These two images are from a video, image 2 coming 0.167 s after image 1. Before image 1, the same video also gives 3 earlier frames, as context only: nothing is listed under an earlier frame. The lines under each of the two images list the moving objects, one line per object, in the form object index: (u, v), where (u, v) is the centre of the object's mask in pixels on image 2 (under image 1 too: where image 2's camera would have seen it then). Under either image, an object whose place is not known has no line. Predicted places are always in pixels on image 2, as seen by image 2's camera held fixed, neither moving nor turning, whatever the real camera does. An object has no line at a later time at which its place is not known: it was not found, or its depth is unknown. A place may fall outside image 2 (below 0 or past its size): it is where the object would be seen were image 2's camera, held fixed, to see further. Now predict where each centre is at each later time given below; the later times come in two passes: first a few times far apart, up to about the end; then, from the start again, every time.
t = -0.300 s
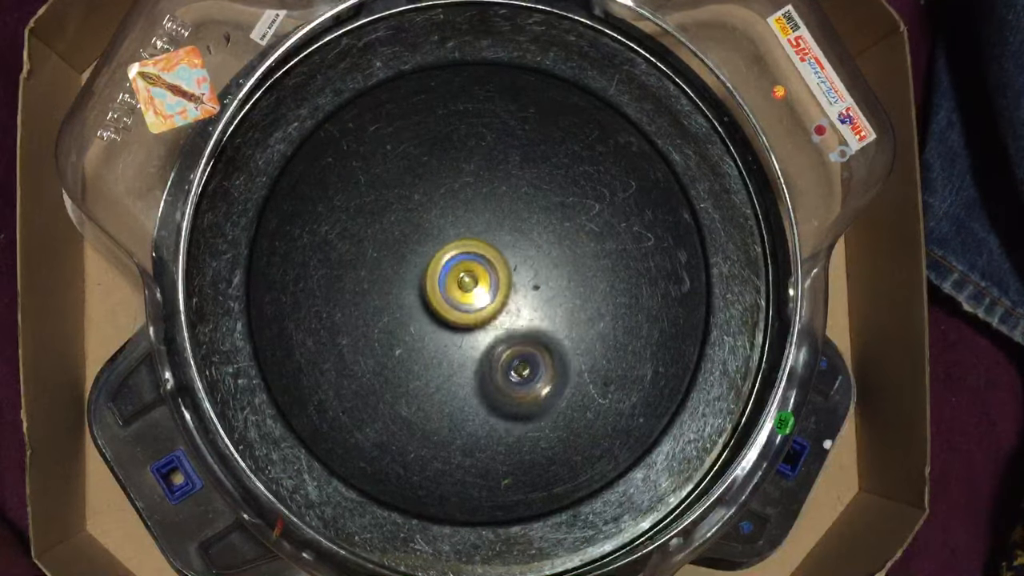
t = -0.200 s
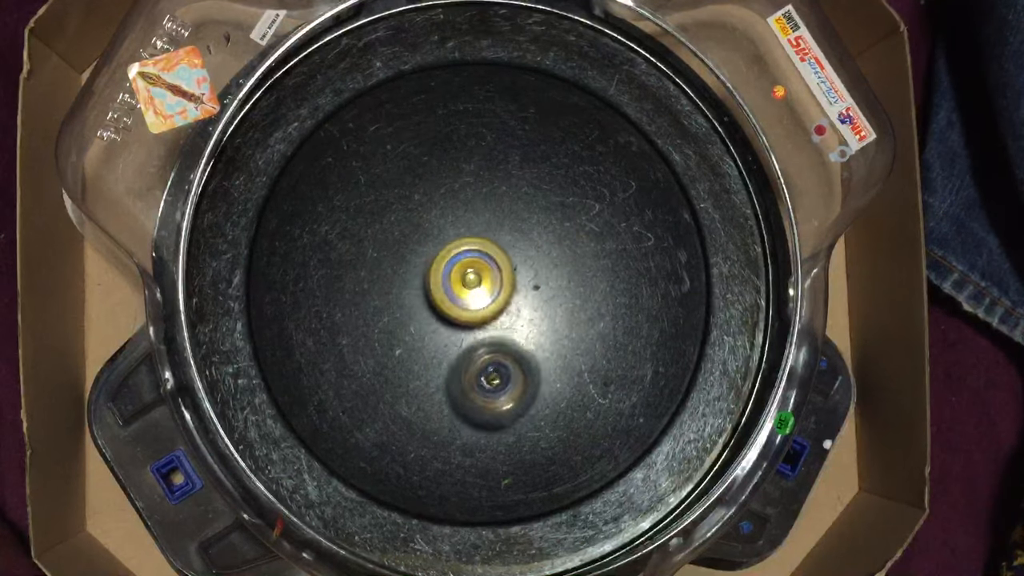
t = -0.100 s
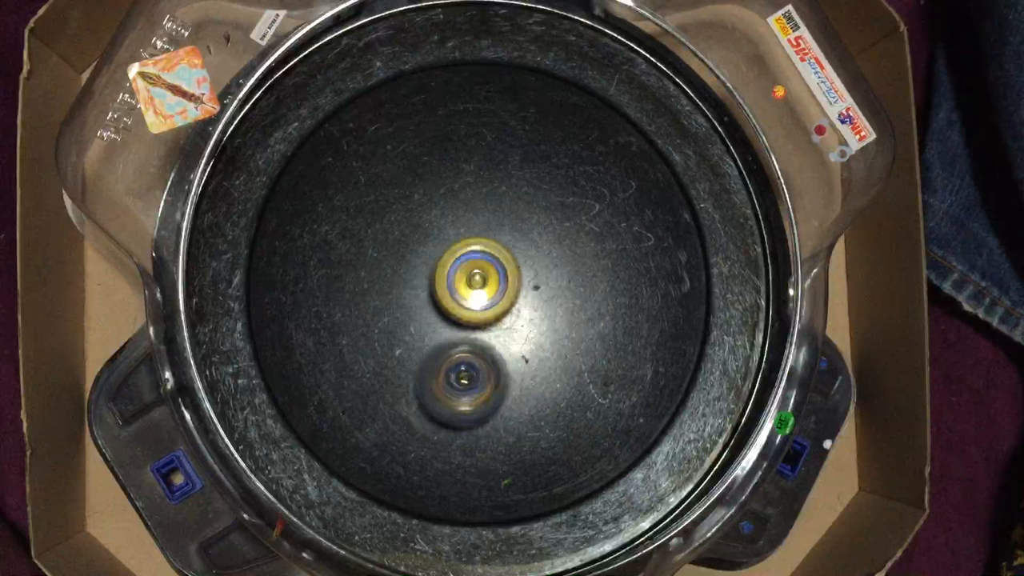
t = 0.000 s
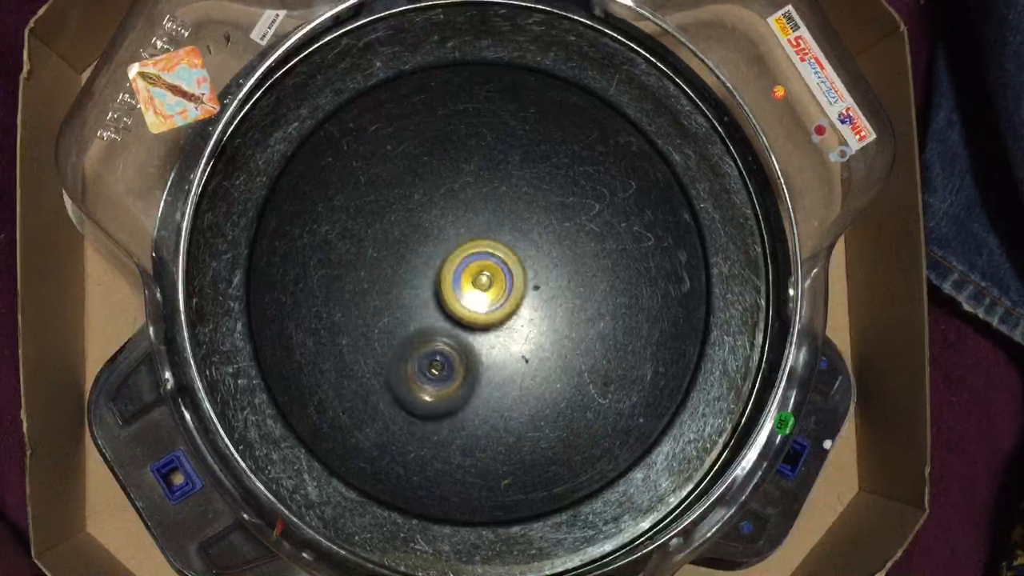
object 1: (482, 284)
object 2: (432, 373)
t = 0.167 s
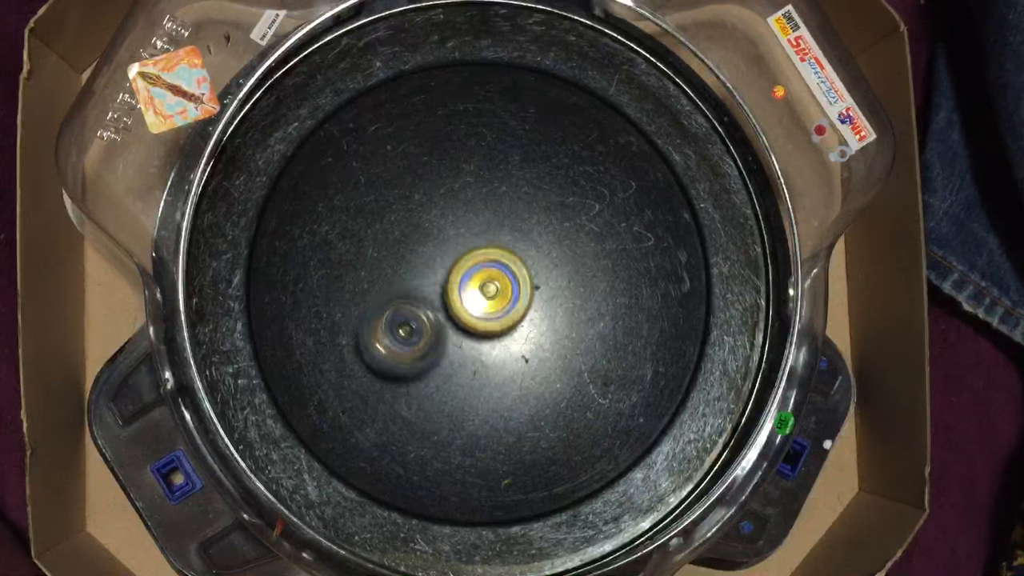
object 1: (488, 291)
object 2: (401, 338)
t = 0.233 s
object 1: (489, 294)
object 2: (395, 315)
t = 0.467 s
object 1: (486, 304)
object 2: (412, 242)
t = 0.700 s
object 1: (479, 305)
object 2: (480, 198)
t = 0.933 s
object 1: (475, 297)
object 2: (545, 217)
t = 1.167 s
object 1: (478, 286)
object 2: (573, 280)
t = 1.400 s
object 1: (487, 280)
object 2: (543, 353)
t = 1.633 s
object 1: (490, 282)
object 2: (464, 388)
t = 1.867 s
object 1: (488, 288)
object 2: (395, 352)
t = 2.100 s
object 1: (480, 291)
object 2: (377, 296)
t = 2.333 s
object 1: (484, 299)
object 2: (419, 233)
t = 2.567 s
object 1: (517, 396)
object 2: (516, 154)
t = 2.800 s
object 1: (522, 406)
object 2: (560, 242)
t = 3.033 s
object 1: (486, 385)
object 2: (568, 328)
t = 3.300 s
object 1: (426, 284)
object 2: (511, 335)
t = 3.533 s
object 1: (412, 194)
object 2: (446, 302)
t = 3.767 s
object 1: (443, 150)
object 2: (451, 291)
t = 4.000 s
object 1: (509, 211)
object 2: (474, 304)
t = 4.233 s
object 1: (567, 289)
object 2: (470, 350)
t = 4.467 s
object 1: (552, 358)
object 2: (454, 345)
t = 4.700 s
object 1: (509, 371)
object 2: (450, 285)
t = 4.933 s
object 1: (457, 340)
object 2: (494, 249)
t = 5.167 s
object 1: (418, 305)
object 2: (525, 267)
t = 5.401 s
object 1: (418, 238)
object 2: (513, 316)
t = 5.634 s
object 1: (459, 214)
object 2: (494, 298)
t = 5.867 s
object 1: (518, 219)
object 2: (480, 320)
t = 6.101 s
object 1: (529, 267)
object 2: (456, 327)
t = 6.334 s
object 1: (530, 261)
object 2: (420, 321)
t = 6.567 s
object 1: (520, 273)
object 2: (433, 309)
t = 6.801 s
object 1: (538, 279)
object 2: (443, 297)
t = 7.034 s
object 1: (537, 279)
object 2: (448, 296)
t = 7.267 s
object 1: (539, 279)
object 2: (452, 297)
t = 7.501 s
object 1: (539, 279)
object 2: (453, 300)
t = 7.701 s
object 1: (541, 279)
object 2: (458, 306)
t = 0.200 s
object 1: (489, 293)
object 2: (396, 327)
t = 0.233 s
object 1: (489, 294)
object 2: (395, 315)
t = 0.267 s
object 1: (489, 296)
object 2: (393, 304)
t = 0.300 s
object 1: (489, 298)
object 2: (393, 294)
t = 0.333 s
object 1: (489, 299)
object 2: (396, 282)
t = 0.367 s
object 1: (489, 300)
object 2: (398, 273)
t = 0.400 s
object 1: (488, 302)
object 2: (401, 260)
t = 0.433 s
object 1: (487, 303)
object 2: (405, 250)
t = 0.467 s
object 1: (486, 304)
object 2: (412, 242)
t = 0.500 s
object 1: (485, 305)
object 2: (418, 236)
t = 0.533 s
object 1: (484, 305)
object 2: (427, 229)
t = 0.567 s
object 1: (483, 305)
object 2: (435, 221)
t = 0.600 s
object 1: (482, 305)
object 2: (445, 209)
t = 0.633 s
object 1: (481, 305)
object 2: (453, 206)
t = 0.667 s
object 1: (480, 305)
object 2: (465, 202)
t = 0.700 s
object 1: (479, 305)
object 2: (480, 198)
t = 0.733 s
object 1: (478, 305)
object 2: (489, 197)
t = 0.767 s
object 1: (478, 303)
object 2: (500, 198)
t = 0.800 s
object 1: (476, 302)
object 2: (509, 202)
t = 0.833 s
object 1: (475, 301)
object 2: (518, 205)
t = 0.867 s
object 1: (475, 300)
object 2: (528, 208)
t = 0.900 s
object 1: (475, 299)
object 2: (537, 211)
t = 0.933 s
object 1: (475, 297)
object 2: (545, 217)
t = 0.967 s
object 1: (474, 295)
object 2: (552, 220)
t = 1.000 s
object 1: (474, 293)
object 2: (558, 230)
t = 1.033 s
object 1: (475, 291)
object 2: (563, 239)
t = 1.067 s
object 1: (475, 290)
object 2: (567, 247)
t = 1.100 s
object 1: (476, 289)
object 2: (571, 256)
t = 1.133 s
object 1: (477, 287)
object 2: (573, 267)
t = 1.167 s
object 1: (478, 286)
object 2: (573, 280)
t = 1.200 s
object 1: (479, 285)
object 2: (574, 290)
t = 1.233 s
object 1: (480, 284)
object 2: (571, 301)
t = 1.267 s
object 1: (482, 283)
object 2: (566, 311)
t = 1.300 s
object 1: (483, 283)
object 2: (563, 322)
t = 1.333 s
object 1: (484, 282)
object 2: (553, 333)
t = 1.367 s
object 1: (484, 280)
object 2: (551, 342)
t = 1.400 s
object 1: (487, 280)
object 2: (543, 353)
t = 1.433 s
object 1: (487, 281)
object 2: (534, 363)
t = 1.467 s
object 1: (488, 280)
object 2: (523, 371)
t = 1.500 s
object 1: (488, 280)
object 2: (513, 378)
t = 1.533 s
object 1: (489, 280)
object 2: (501, 382)
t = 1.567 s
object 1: (489, 281)
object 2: (488, 384)
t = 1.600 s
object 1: (490, 281)
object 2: (477, 388)
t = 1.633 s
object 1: (490, 282)
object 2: (464, 388)
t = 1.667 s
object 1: (490, 282)
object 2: (452, 385)
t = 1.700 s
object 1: (490, 283)
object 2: (439, 382)
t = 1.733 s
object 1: (490, 284)
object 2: (430, 379)
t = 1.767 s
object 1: (490, 285)
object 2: (419, 372)
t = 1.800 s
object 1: (489, 286)
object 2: (409, 365)
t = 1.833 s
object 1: (489, 287)
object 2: (398, 359)
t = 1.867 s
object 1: (488, 288)
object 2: (395, 352)
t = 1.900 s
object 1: (487, 289)
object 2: (385, 345)
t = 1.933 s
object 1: (486, 289)
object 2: (384, 337)
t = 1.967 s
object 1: (485, 290)
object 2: (382, 330)
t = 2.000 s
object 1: (484, 291)
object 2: (373, 323)
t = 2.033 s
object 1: (483, 291)
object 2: (377, 314)
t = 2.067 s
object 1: (482, 291)
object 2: (376, 303)
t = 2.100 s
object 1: (480, 291)
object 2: (377, 296)
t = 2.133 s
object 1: (479, 291)
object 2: (380, 288)
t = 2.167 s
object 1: (478, 291)
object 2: (383, 280)
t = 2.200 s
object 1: (479, 293)
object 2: (387, 269)
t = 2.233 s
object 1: (480, 296)
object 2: (388, 259)
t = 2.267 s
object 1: (479, 297)
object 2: (399, 248)
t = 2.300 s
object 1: (482, 297)
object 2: (408, 240)
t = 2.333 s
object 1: (484, 299)
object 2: (419, 233)
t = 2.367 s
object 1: (483, 303)
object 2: (435, 224)
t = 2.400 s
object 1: (487, 329)
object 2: (450, 199)
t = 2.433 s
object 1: (494, 348)
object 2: (466, 179)
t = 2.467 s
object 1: (501, 362)
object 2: (480, 164)
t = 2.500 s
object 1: (507, 377)
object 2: (492, 155)
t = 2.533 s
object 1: (513, 388)
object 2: (506, 150)
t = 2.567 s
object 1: (517, 396)
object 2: (516, 154)
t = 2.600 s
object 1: (518, 402)
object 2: (525, 162)
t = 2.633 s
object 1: (521, 405)
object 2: (534, 169)
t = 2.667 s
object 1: (521, 406)
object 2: (541, 180)
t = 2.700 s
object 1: (521, 407)
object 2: (546, 192)
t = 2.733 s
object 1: (523, 407)
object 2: (551, 208)
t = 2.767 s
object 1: (522, 406)
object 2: (556, 223)
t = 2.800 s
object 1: (522, 406)
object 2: (560, 242)
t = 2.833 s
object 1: (521, 403)
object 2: (558, 260)
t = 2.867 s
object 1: (519, 399)
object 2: (557, 279)
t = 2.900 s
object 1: (519, 396)
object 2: (559, 299)
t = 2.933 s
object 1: (515, 393)
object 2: (559, 317)
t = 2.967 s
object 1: (503, 393)
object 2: (562, 322)
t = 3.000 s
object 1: (493, 391)
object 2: (567, 325)
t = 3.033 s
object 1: (486, 385)
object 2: (568, 328)
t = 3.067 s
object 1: (479, 378)
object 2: (563, 332)
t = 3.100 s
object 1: (472, 368)
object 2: (559, 334)
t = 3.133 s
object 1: (464, 356)
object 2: (554, 335)
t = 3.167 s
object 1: (458, 344)
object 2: (545, 337)
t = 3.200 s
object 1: (449, 329)
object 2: (540, 336)
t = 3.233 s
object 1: (440, 315)
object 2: (527, 338)
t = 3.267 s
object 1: (434, 300)
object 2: (521, 336)
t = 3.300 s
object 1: (426, 284)
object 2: (511, 335)
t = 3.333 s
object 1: (421, 269)
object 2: (498, 332)
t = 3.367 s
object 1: (415, 254)
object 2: (486, 328)
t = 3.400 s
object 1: (412, 242)
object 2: (476, 322)
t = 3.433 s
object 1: (410, 230)
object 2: (465, 315)
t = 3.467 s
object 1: (410, 220)
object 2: (456, 308)
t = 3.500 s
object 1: (412, 212)
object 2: (448, 301)
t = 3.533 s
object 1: (412, 194)
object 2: (446, 302)
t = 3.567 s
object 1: (414, 178)
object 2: (444, 304)
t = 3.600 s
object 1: (417, 166)
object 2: (443, 301)
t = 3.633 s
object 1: (421, 156)
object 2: (443, 299)
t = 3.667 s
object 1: (426, 149)
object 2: (445, 296)
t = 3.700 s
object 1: (432, 147)
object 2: (445, 294)
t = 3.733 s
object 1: (437, 147)
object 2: (449, 292)
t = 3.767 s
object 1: (443, 150)
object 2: (451, 291)
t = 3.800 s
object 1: (449, 152)
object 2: (455, 289)
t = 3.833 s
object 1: (456, 159)
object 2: (458, 289)
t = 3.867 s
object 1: (463, 167)
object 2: (462, 289)
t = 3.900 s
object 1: (473, 178)
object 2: (466, 290)
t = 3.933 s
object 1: (483, 190)
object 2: (470, 292)
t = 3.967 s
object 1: (495, 204)
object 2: (474, 294)
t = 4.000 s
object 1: (509, 211)
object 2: (474, 304)
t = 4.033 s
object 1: (521, 219)
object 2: (475, 313)
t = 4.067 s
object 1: (532, 228)
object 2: (475, 322)
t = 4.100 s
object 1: (542, 240)
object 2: (476, 329)
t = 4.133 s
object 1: (551, 251)
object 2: (476, 336)
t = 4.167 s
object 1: (557, 262)
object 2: (474, 341)
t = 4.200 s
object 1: (564, 275)
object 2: (473, 346)
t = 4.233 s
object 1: (567, 289)
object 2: (470, 350)
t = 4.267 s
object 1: (569, 301)
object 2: (467, 351)
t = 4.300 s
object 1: (571, 312)
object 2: (465, 352)
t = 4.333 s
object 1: (570, 325)
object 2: (462, 352)
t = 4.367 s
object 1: (566, 334)
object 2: (462, 352)
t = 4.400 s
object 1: (562, 343)
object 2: (460, 350)
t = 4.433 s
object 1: (556, 351)
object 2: (458, 349)
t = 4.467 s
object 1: (552, 358)
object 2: (454, 345)
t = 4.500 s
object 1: (545, 363)
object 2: (451, 339)
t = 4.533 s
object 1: (539, 365)
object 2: (450, 332)
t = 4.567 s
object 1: (533, 368)
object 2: (449, 325)
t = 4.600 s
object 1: (527, 369)
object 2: (448, 315)
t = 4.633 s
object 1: (520, 369)
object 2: (450, 308)
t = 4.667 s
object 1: (514, 371)
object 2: (449, 297)
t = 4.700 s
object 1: (509, 371)
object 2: (450, 285)
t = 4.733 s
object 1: (504, 368)
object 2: (452, 278)
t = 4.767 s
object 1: (499, 364)
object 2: (458, 270)
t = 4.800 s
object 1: (492, 359)
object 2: (460, 265)
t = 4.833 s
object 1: (487, 353)
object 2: (472, 259)
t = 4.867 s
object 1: (479, 346)
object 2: (476, 257)
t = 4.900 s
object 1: (467, 342)
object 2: (480, 254)
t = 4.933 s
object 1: (457, 340)
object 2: (494, 249)
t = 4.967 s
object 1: (447, 341)
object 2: (509, 245)
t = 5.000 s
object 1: (441, 336)
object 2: (517, 244)
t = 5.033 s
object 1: (433, 333)
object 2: (521, 247)
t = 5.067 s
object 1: (428, 327)
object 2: (531, 250)
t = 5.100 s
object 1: (423, 320)
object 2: (531, 252)
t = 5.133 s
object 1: (419, 314)
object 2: (528, 258)
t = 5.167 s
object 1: (418, 305)
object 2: (525, 267)
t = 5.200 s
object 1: (419, 298)
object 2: (522, 272)
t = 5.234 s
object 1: (420, 290)
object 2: (517, 278)
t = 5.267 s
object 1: (422, 281)
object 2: (511, 284)
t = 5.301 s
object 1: (422, 271)
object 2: (506, 294)
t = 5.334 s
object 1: (418, 257)
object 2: (514, 303)
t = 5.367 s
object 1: (418, 248)
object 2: (514, 312)
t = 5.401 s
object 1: (418, 238)
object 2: (513, 316)
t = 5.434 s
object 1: (421, 229)
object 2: (510, 317)
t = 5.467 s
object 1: (424, 222)
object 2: (508, 317)
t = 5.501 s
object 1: (431, 217)
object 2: (507, 312)
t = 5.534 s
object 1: (436, 213)
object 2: (500, 309)
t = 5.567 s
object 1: (444, 212)
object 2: (500, 305)
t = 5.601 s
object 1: (450, 213)
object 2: (499, 300)
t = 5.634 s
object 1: (459, 214)
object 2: (494, 298)
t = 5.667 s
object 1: (469, 210)
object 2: (494, 299)
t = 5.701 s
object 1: (478, 205)
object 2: (490, 311)
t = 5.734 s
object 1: (485, 200)
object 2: (486, 315)
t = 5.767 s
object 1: (496, 199)
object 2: (483, 317)
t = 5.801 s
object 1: (507, 204)
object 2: (483, 318)
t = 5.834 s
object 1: (514, 211)
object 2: (484, 322)
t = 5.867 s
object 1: (518, 219)
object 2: (480, 320)
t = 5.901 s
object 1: (521, 226)
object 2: (479, 318)
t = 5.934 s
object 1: (522, 235)
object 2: (477, 317)
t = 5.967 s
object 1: (524, 241)
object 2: (474, 322)
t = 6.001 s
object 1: (526, 246)
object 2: (469, 321)
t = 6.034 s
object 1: (532, 252)
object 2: (462, 324)
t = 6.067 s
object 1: (534, 260)
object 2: (457, 324)
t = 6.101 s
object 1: (529, 267)
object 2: (456, 327)
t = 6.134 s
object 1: (527, 271)
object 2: (445, 330)
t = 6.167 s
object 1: (530, 270)
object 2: (432, 334)
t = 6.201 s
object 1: (531, 268)
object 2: (421, 334)
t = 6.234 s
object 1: (531, 265)
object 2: (415, 329)
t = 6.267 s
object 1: (532, 263)
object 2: (413, 324)
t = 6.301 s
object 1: (531, 262)
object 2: (416, 321)
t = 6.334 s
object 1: (530, 261)
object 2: (420, 321)
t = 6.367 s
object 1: (526, 263)
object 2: (422, 318)
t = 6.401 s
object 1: (522, 265)
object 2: (426, 317)
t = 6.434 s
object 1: (518, 266)
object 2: (429, 317)
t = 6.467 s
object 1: (515, 269)
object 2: (432, 313)
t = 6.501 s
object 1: (517, 271)
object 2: (432, 311)
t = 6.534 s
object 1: (518, 272)
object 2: (432, 311)
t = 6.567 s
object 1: (520, 273)
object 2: (433, 309)
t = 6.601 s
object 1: (521, 274)
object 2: (437, 307)
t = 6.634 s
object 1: (525, 274)
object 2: (436, 305)
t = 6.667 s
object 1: (529, 275)
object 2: (436, 302)
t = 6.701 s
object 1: (532, 276)
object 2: (436, 300)
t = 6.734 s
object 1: (535, 277)
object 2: (439, 296)
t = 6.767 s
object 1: (536, 278)
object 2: (442, 296)
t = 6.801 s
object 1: (538, 279)
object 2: (443, 297)
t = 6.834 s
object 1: (538, 279)
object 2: (442, 297)
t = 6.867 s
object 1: (537, 278)
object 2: (442, 296)
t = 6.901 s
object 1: (537, 279)
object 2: (446, 295)
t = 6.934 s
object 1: (538, 279)
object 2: (446, 296)
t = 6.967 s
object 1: (537, 279)
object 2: (447, 296)
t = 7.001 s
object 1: (537, 279)
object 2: (448, 296)
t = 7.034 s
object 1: (537, 279)
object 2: (448, 296)
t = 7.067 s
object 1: (537, 279)
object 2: (450, 298)
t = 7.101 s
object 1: (540, 279)
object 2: (453, 299)
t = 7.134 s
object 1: (540, 279)
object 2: (454, 300)
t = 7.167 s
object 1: (539, 279)
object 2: (453, 299)
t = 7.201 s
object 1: (539, 279)
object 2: (452, 299)
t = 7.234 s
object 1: (539, 279)
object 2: (452, 298)
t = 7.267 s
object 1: (539, 279)
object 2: (452, 297)
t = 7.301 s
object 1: (539, 279)
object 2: (452, 297)
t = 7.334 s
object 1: (539, 279)
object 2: (452, 297)
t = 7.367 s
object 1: (539, 279)
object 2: (452, 298)
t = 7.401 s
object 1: (539, 279)
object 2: (453, 298)
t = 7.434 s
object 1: (539, 279)
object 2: (453, 299)
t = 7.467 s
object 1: (539, 279)
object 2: (453, 299)
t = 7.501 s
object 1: (539, 279)
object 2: (453, 300)
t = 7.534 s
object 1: (540, 279)
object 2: (454, 301)
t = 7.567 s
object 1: (540, 279)
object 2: (454, 301)
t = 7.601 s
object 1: (540, 279)
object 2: (455, 302)
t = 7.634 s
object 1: (540, 279)
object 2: (456, 304)
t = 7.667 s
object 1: (541, 279)
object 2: (457, 305)
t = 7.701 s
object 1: (541, 279)
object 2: (458, 306)
